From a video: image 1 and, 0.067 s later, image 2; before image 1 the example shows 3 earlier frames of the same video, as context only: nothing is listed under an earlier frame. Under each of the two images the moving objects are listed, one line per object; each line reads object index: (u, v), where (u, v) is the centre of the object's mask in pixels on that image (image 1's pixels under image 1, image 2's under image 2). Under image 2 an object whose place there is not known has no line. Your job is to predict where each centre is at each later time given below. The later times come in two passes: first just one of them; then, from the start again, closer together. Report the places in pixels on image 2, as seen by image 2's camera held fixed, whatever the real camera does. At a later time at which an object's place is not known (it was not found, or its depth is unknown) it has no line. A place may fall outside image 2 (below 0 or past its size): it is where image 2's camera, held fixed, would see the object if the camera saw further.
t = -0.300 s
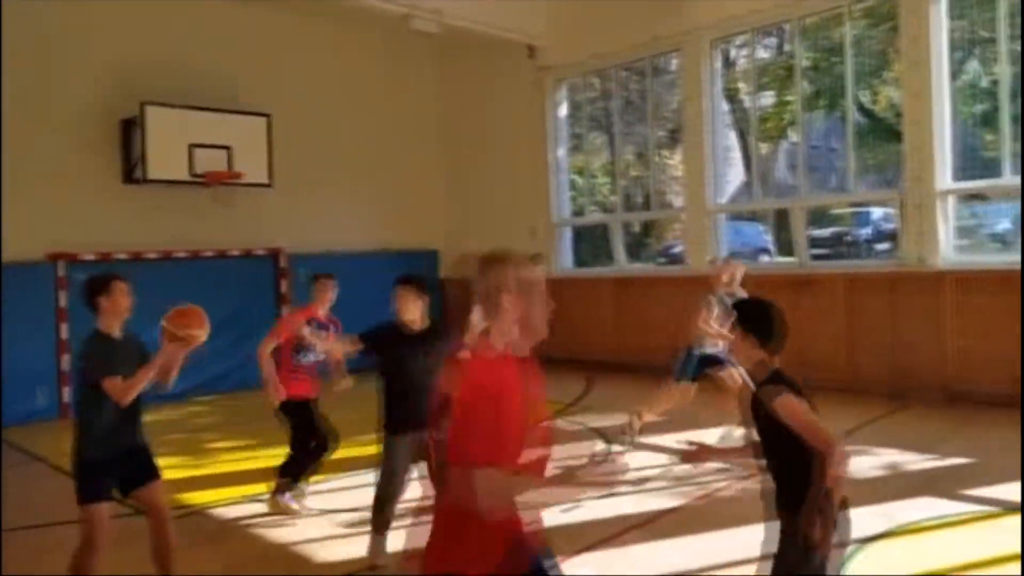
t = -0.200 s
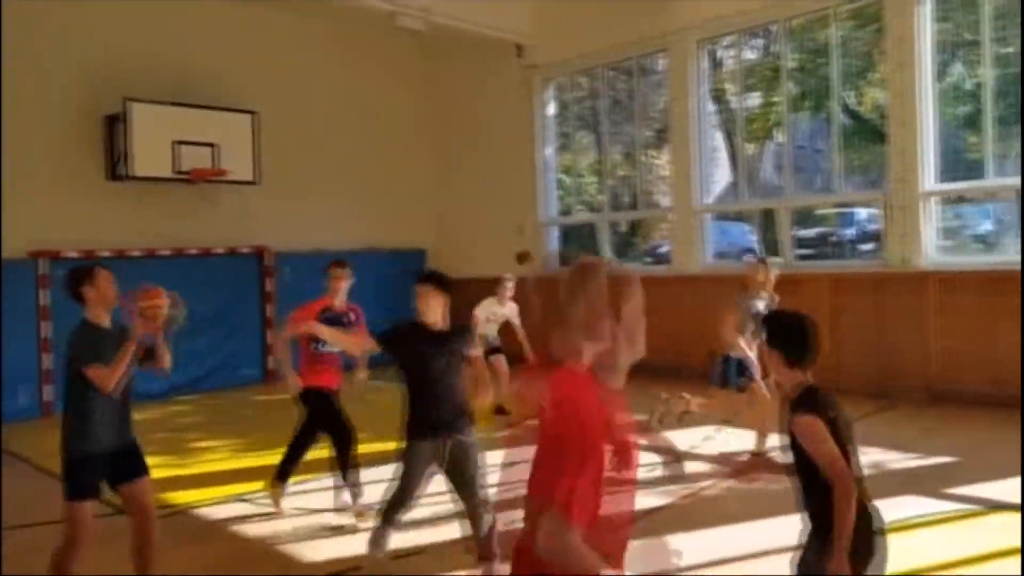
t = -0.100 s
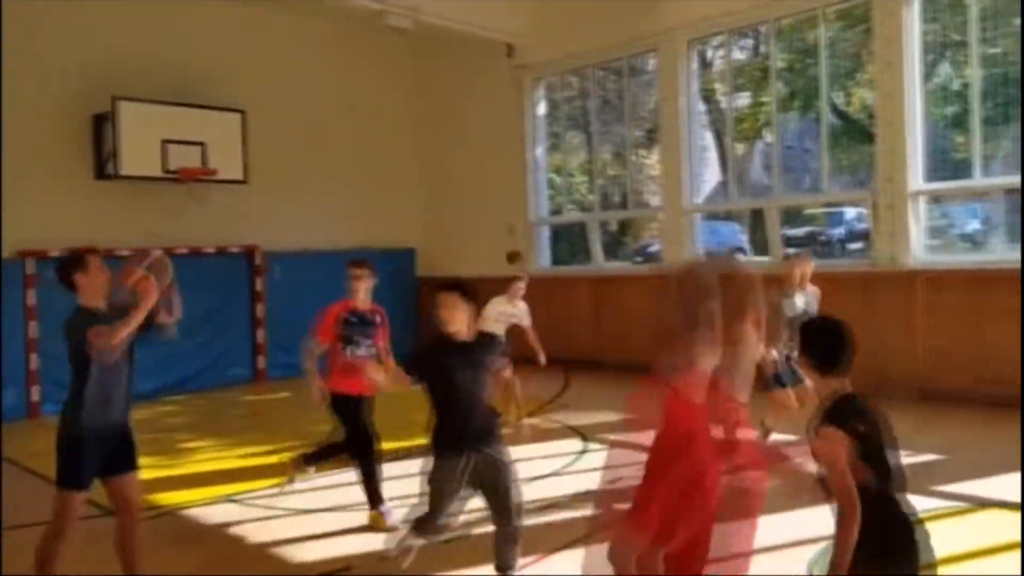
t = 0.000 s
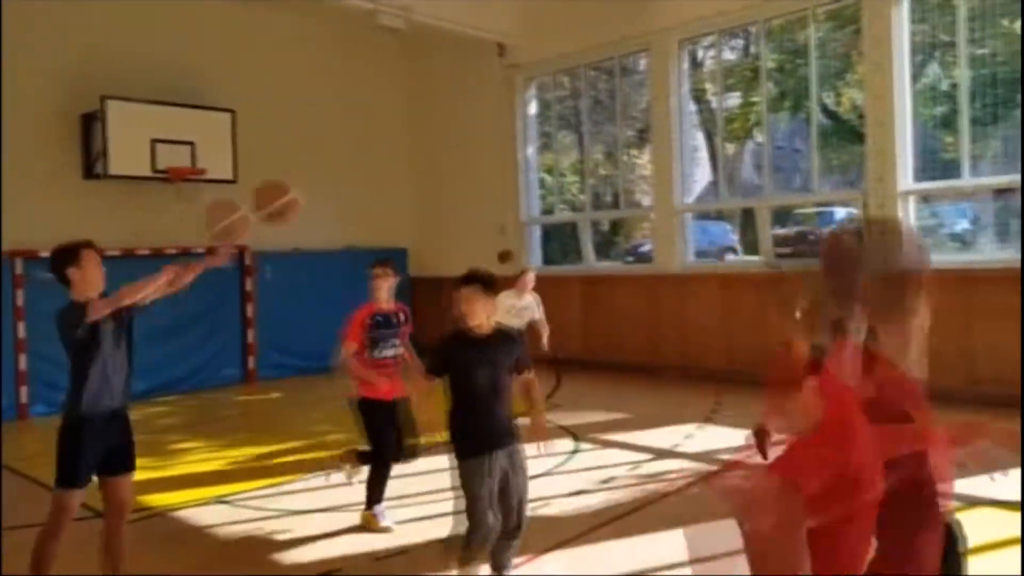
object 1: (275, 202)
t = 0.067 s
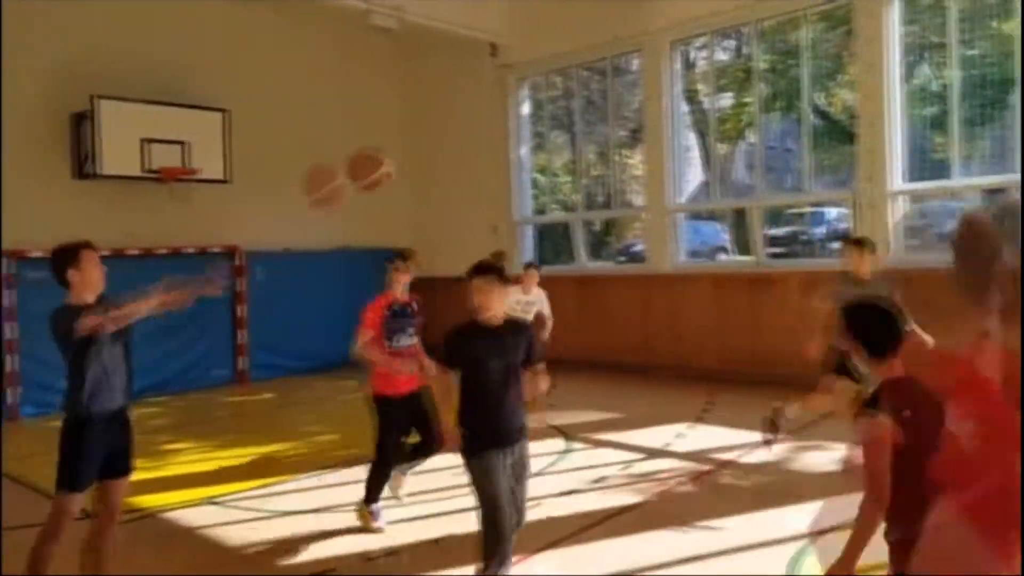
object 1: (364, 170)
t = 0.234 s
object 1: (600, 132)
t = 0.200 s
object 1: (546, 135)
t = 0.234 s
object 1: (600, 132)
